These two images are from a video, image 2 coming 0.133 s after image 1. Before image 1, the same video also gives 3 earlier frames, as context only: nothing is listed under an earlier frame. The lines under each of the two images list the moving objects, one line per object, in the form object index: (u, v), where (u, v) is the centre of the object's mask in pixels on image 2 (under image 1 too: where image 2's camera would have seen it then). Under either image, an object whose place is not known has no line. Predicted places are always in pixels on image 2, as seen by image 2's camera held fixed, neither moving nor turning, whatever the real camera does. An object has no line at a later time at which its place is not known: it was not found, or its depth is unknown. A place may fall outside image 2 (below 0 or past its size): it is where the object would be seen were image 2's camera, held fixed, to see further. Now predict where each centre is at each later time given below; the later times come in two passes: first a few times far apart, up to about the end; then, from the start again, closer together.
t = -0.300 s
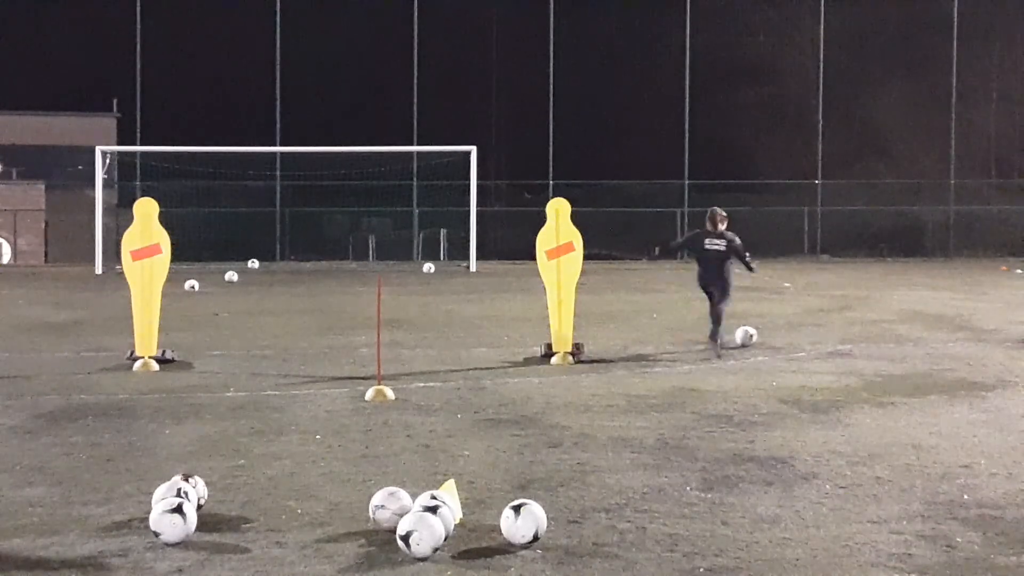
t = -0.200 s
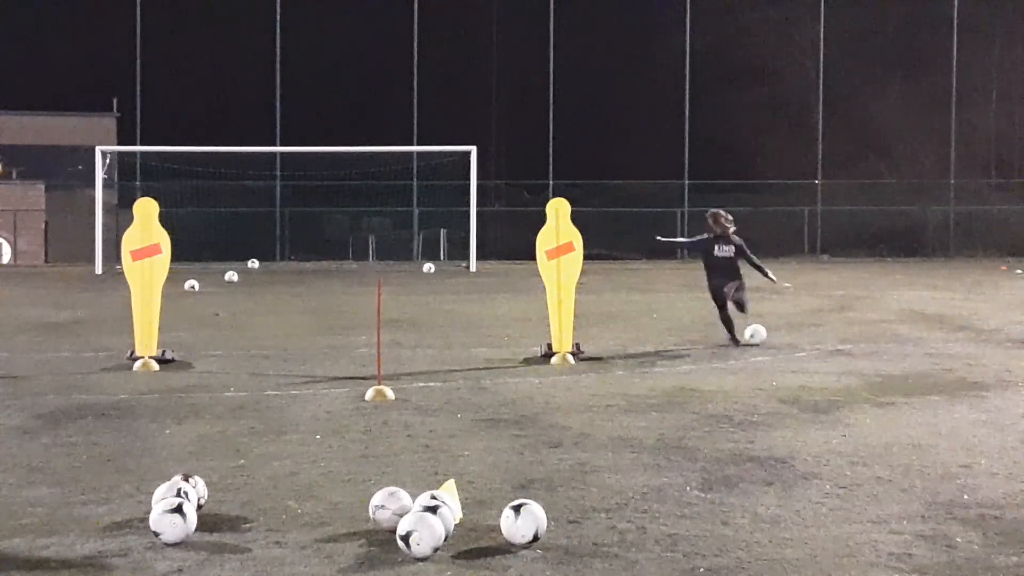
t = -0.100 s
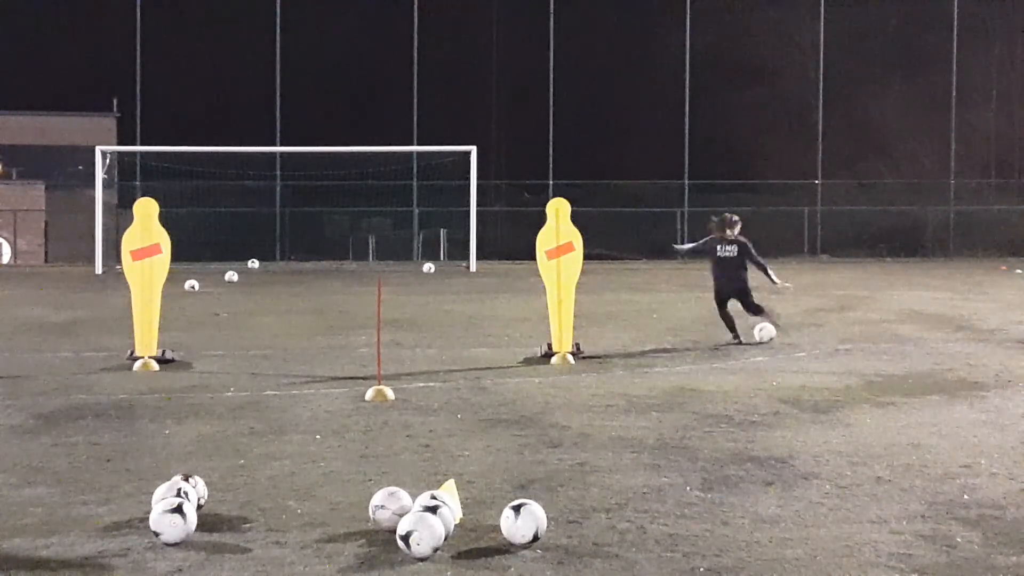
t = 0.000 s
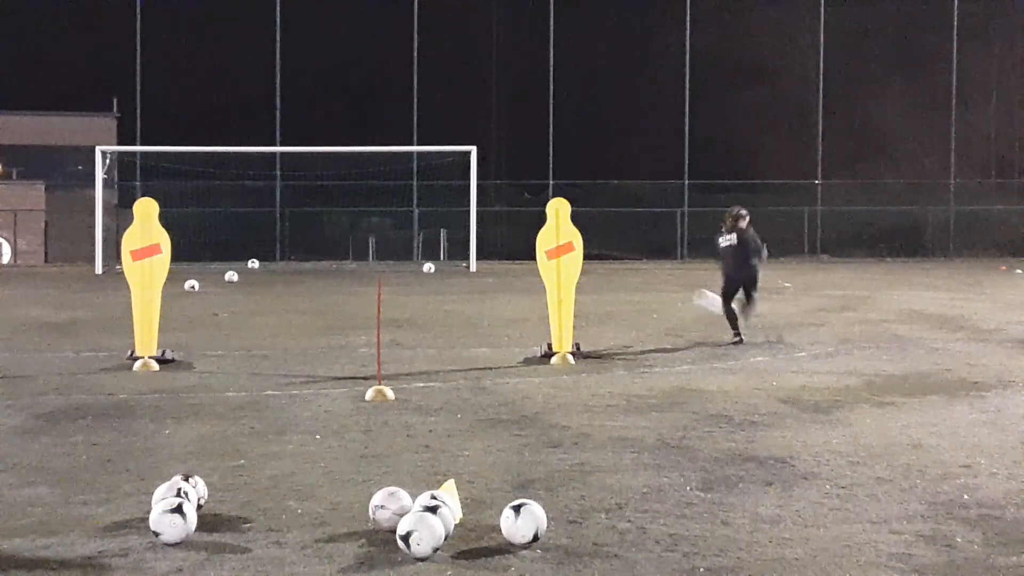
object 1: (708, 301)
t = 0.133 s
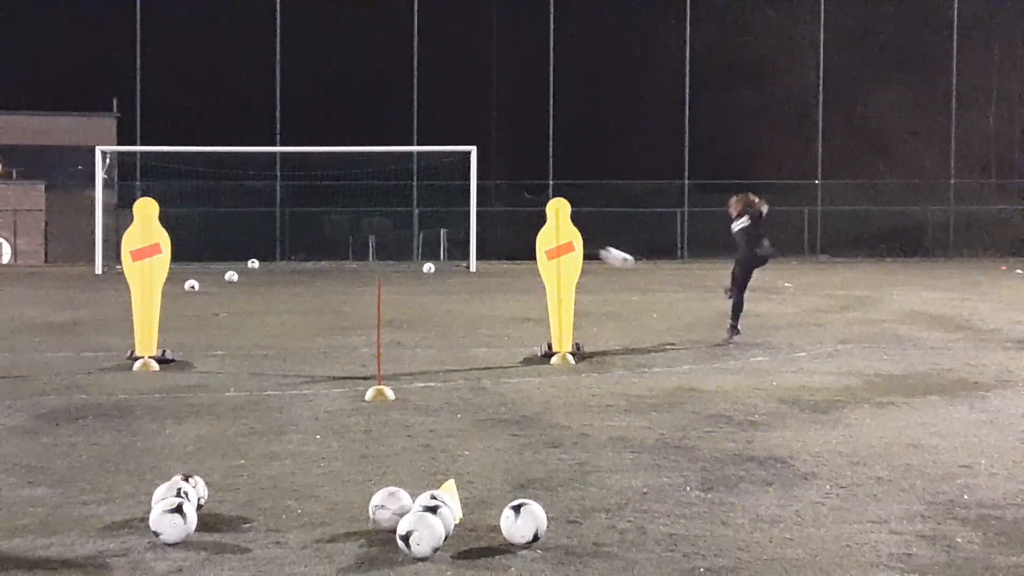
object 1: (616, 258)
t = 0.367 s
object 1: (490, 214)
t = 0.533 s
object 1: (421, 202)
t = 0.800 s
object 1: (331, 205)
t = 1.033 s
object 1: (282, 218)
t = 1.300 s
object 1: (270, 261)
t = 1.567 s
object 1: (275, 243)
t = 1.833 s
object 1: (277, 263)
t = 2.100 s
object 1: (278, 256)
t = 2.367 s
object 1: (279, 261)
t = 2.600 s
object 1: (279, 265)
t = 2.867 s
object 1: (279, 267)
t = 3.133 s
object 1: (280, 268)
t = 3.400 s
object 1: (279, 269)
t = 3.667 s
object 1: (279, 270)
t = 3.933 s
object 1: (279, 270)
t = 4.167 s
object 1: (279, 271)
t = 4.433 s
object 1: (279, 271)
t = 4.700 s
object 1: (280, 272)
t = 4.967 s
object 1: (281, 272)
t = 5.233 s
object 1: (281, 272)
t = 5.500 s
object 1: (281, 273)
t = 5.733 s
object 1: (281, 272)
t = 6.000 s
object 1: (281, 273)
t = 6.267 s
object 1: (280, 273)
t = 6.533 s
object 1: (281, 273)
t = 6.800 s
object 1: (280, 273)
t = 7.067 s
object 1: (280, 273)
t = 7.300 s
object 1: (281, 273)
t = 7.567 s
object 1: (281, 273)
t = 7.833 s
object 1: (281, 273)
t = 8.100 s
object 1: (280, 273)
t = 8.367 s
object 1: (280, 273)
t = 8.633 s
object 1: (281, 273)
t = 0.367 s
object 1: (490, 214)
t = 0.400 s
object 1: (475, 210)
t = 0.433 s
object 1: (459, 207)
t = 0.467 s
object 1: (446, 205)
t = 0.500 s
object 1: (433, 203)
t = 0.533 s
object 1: (421, 202)
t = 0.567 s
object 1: (408, 201)
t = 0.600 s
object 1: (396, 201)
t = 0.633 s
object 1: (385, 201)
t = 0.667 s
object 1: (373, 201)
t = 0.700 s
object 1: (362, 201)
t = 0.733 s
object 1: (351, 202)
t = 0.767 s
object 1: (341, 204)
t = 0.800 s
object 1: (331, 205)
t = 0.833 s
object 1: (321, 207)
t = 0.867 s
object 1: (312, 209)
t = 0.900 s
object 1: (303, 212)
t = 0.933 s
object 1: (296, 214)
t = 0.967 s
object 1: (290, 216)
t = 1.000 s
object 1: (286, 217)
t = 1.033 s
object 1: (282, 218)
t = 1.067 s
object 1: (278, 220)
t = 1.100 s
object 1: (276, 223)
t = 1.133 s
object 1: (274, 228)
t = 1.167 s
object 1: (273, 234)
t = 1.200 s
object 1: (272, 242)
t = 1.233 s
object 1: (271, 250)
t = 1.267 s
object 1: (270, 258)
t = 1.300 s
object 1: (270, 261)
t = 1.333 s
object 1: (271, 256)
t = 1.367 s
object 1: (271, 251)
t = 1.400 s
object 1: (272, 248)
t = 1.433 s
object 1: (273, 245)
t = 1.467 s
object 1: (273, 243)
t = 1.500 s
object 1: (274, 243)
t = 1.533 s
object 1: (274, 242)
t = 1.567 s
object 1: (275, 243)
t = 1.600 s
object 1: (275, 243)
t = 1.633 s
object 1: (275, 245)
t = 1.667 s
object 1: (276, 247)
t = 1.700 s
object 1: (276, 249)
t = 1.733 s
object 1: (277, 252)
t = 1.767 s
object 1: (277, 255)
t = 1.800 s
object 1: (277, 259)
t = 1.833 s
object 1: (277, 263)
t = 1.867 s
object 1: (277, 261)
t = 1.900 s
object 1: (278, 259)
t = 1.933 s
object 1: (278, 257)
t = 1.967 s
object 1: (278, 256)
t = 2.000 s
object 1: (278, 255)
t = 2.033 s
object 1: (278, 255)
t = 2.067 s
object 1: (278, 255)
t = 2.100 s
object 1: (278, 256)
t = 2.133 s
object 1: (278, 257)
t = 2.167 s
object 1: (278, 258)
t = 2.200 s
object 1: (278, 261)
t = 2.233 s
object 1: (278, 263)
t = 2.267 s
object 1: (278, 264)
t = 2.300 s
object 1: (278, 263)
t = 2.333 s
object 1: (278, 262)
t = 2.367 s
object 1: (279, 261)
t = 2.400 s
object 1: (279, 261)
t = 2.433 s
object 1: (279, 262)
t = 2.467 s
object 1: (279, 263)
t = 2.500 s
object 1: (279, 264)
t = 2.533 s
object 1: (279, 266)
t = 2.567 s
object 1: (279, 265)
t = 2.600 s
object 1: (279, 265)
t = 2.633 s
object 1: (279, 265)
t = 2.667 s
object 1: (280, 265)
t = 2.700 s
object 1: (279, 266)
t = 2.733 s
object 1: (280, 266)
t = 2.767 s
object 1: (280, 266)
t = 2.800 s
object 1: (280, 266)
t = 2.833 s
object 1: (280, 267)
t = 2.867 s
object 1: (279, 267)
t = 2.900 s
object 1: (279, 267)
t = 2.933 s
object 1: (280, 267)
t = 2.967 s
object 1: (280, 267)
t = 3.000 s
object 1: (280, 267)
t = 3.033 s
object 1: (280, 267)
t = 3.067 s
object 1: (280, 268)
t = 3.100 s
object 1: (280, 268)
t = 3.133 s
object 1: (280, 268)
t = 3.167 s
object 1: (279, 268)
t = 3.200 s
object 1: (279, 268)
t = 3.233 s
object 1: (279, 268)
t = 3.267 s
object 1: (279, 268)
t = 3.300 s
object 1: (280, 268)
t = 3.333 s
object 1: (279, 269)
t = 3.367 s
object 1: (279, 269)
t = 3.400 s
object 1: (279, 269)
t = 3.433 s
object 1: (279, 269)
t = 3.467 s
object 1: (279, 269)
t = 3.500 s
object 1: (279, 269)
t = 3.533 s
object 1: (279, 269)
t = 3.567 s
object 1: (279, 269)
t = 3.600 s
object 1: (279, 269)
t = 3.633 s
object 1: (279, 269)
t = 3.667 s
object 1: (279, 270)
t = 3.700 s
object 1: (279, 269)
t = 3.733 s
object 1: (279, 270)
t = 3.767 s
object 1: (279, 270)
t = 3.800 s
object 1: (279, 270)
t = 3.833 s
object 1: (279, 270)
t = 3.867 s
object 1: (279, 270)
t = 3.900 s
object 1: (279, 270)
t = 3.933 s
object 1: (279, 270)
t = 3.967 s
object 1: (279, 270)
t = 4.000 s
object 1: (279, 271)
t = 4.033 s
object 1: (279, 271)
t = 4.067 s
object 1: (279, 270)
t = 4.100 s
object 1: (279, 271)
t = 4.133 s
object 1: (279, 271)
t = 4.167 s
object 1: (279, 271)
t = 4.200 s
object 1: (279, 271)
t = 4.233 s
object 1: (279, 271)
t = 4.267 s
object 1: (279, 271)
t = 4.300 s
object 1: (279, 271)
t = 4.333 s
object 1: (279, 271)
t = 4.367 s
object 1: (279, 271)
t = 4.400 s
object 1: (279, 271)
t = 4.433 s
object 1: (279, 271)
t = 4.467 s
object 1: (279, 271)
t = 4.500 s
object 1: (279, 271)
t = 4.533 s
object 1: (279, 271)
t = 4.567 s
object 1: (279, 271)
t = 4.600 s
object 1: (279, 271)
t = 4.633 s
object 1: (279, 271)
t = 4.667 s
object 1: (279, 272)
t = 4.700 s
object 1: (280, 272)
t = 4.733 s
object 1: (280, 272)
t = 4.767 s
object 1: (280, 272)
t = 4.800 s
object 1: (280, 272)
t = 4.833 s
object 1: (280, 272)
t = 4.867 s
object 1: (280, 272)
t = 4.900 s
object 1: (280, 272)
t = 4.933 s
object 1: (281, 272)
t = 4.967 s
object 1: (281, 272)
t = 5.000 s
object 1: (281, 272)
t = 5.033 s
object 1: (281, 272)
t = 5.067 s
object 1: (281, 272)
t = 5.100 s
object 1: (281, 272)
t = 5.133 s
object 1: (281, 272)
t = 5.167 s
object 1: (281, 272)
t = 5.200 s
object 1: (281, 272)
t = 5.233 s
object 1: (281, 272)
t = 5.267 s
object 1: (281, 272)
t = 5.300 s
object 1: (281, 272)
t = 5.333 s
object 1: (281, 273)
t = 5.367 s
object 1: (281, 272)
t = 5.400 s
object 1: (281, 272)
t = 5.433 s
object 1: (281, 273)
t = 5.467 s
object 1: (281, 273)
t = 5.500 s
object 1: (281, 273)
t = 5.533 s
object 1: (281, 272)
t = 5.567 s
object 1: (281, 272)
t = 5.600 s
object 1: (281, 272)
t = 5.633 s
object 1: (281, 272)
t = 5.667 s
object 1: (281, 272)
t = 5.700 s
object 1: (281, 272)
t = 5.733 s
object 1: (281, 272)
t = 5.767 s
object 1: (281, 273)
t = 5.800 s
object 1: (281, 273)
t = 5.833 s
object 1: (281, 273)
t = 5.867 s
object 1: (281, 273)
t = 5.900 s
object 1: (281, 273)
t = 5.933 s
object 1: (281, 273)
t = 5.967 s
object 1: (281, 273)
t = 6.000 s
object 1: (281, 273)
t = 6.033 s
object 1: (280, 273)
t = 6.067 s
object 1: (280, 273)
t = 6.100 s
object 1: (280, 273)
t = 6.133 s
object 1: (280, 273)
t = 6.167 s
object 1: (280, 273)
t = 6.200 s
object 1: (280, 273)
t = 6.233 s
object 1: (280, 273)
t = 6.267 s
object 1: (280, 273)
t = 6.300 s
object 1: (280, 273)
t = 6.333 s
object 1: (280, 273)
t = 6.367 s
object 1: (280, 273)
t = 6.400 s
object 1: (280, 273)
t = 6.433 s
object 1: (280, 273)
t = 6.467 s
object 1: (280, 273)
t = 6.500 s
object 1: (281, 273)
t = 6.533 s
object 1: (281, 273)
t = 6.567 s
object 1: (281, 273)
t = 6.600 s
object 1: (281, 273)
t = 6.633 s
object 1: (280, 273)
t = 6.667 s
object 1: (280, 273)
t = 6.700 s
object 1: (281, 273)
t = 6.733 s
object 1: (280, 273)
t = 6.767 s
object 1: (280, 273)
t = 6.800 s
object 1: (280, 273)
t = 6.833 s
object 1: (280, 273)
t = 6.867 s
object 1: (280, 273)
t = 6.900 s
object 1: (280, 273)
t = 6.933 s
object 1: (280, 273)
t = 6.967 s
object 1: (280, 273)
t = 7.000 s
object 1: (280, 273)
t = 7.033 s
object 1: (280, 273)
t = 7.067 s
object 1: (280, 273)
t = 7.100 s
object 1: (281, 273)
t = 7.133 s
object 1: (281, 273)
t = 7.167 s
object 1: (281, 273)
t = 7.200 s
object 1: (281, 273)
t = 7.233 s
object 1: (281, 273)
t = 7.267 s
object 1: (281, 273)
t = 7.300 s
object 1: (281, 273)
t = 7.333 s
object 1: (281, 273)
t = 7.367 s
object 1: (281, 273)
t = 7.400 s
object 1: (281, 273)
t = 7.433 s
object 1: (281, 273)
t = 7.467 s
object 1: (281, 273)
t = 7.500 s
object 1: (281, 273)
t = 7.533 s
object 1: (281, 273)
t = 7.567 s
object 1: (281, 273)
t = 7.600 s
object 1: (281, 273)
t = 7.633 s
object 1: (281, 273)
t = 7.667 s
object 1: (281, 273)
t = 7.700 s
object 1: (281, 273)
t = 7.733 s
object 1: (281, 273)
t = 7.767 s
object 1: (281, 273)
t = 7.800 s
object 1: (281, 273)
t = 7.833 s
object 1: (281, 273)
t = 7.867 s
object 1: (281, 273)
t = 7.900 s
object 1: (281, 273)
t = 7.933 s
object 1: (280, 273)
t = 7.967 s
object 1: (280, 273)
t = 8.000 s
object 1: (280, 273)
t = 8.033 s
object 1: (280, 273)
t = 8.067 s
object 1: (280, 273)
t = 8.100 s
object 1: (280, 273)
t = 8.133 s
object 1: (280, 273)
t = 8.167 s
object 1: (280, 273)
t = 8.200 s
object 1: (280, 273)
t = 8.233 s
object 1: (280, 273)
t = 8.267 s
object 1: (280, 273)
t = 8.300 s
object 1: (281, 273)
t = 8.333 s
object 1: (280, 273)
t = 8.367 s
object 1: (280, 273)
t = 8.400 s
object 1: (281, 273)
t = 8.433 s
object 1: (281, 273)
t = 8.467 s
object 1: (281, 273)
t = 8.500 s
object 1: (281, 273)
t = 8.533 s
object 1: (282, 273)
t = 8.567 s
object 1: (282, 273)
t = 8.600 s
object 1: (281, 273)
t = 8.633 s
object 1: (281, 273)
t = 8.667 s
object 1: (280, 273)
